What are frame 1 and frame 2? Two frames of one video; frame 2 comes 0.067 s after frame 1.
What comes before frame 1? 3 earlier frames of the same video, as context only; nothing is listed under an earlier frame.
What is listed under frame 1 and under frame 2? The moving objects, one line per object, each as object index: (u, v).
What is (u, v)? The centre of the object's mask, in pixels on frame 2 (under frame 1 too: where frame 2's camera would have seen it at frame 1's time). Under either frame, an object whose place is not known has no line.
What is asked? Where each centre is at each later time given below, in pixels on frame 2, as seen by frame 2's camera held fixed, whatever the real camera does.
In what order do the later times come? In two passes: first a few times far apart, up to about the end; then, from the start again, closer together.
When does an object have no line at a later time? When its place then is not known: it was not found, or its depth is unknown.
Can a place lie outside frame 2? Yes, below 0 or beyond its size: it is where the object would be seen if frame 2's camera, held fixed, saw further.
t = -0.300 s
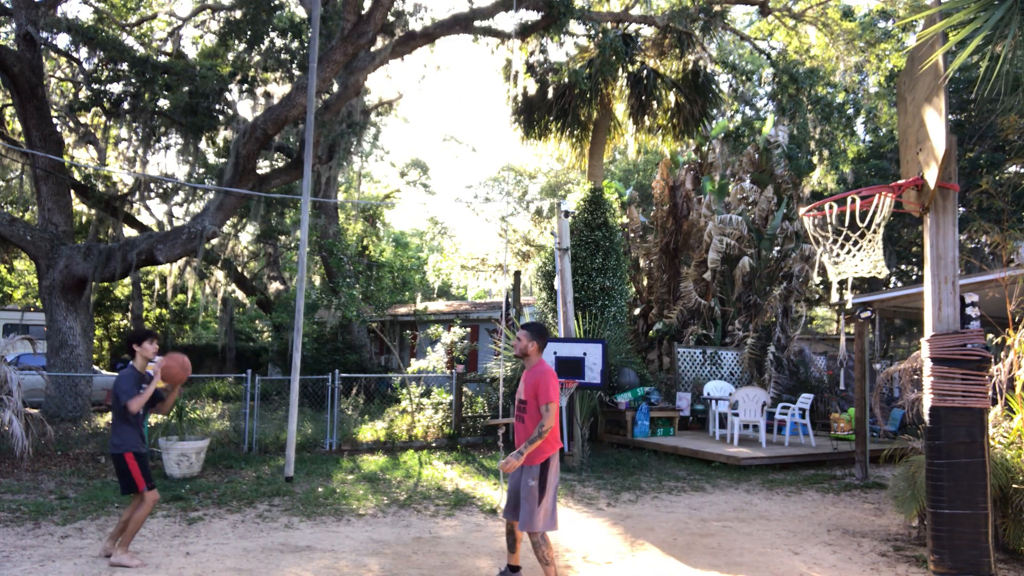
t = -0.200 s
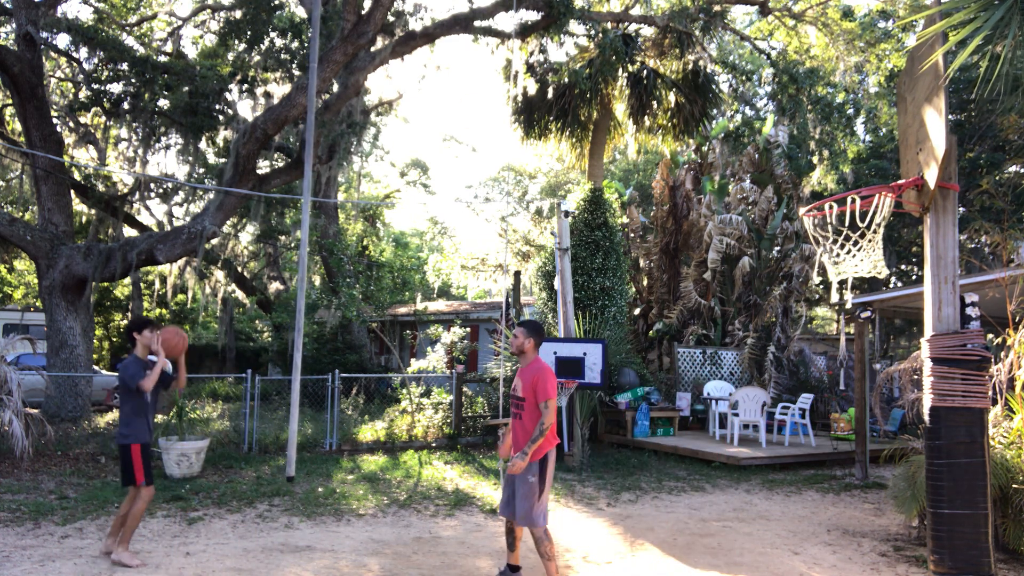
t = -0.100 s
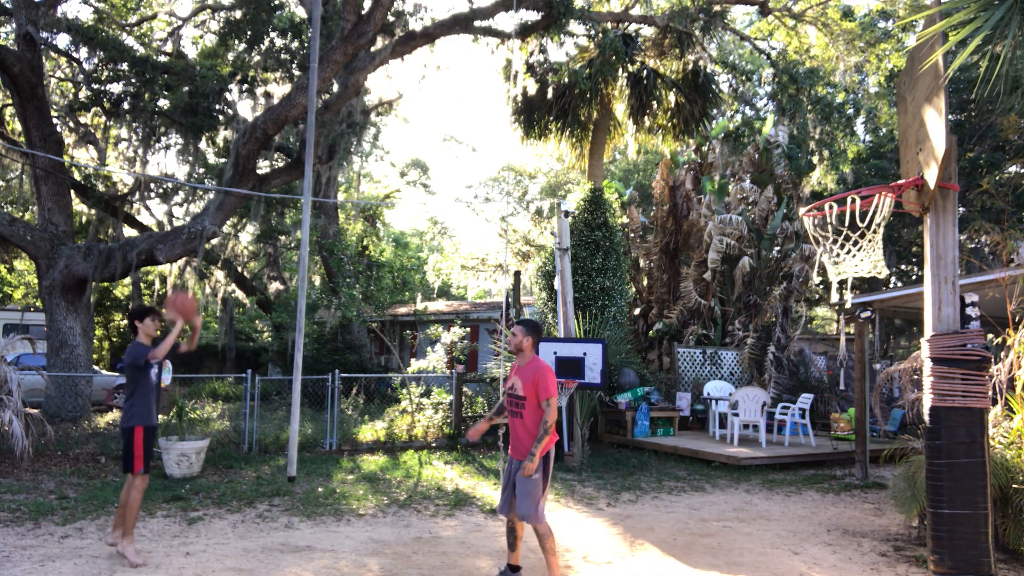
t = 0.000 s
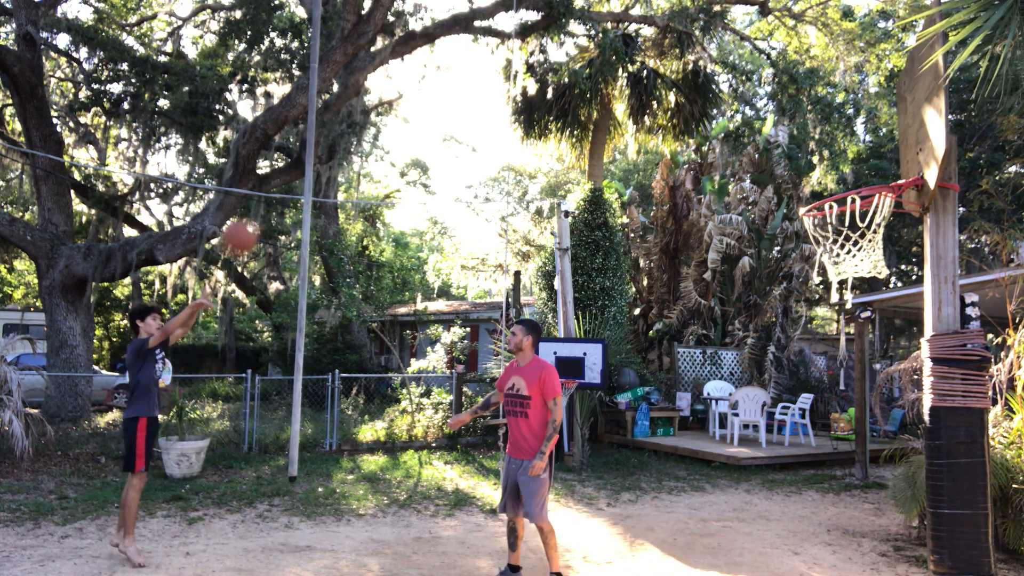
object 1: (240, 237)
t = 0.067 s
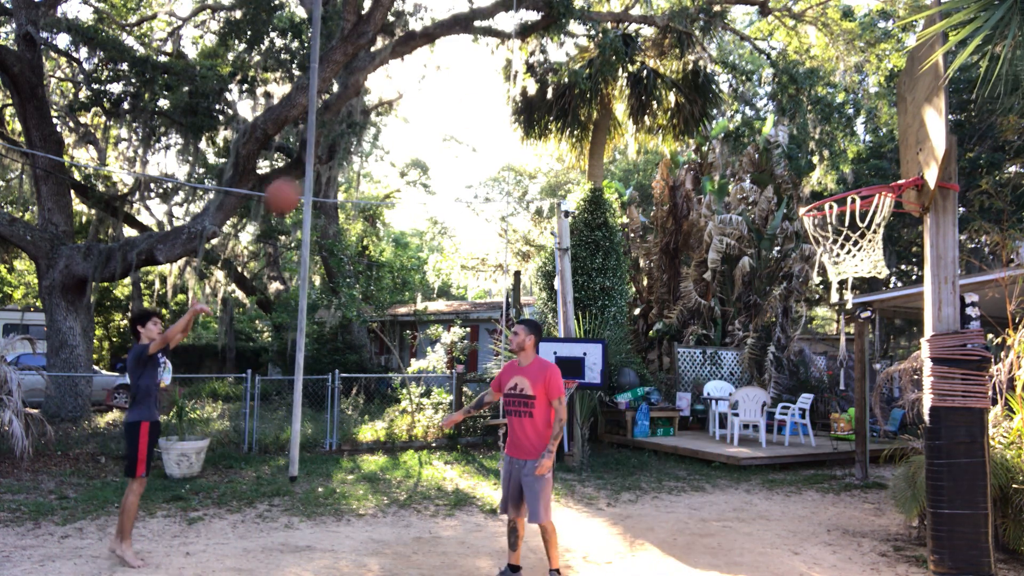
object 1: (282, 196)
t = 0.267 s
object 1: (409, 109)
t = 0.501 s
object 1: (575, 75)
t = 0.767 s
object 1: (777, 137)
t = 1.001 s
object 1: (821, 246)
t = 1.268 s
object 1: (828, 251)
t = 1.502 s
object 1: (880, 282)
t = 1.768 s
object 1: (873, 360)
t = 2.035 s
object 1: (819, 522)
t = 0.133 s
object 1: (326, 161)
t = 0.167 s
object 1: (347, 146)
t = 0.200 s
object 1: (366, 132)
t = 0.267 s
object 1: (409, 109)
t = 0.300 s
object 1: (434, 99)
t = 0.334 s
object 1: (458, 91)
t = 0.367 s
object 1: (480, 85)
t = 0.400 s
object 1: (504, 78)
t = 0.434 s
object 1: (528, 76)
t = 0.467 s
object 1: (550, 75)
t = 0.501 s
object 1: (575, 75)
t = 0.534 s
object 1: (596, 76)
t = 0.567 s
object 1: (620, 79)
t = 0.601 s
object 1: (644, 85)
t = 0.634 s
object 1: (673, 91)
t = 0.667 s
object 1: (696, 99)
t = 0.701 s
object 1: (721, 109)
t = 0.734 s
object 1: (748, 122)
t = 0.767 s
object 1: (777, 137)
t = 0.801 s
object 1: (803, 152)
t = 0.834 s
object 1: (834, 172)
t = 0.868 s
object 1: (862, 193)
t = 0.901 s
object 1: (855, 213)
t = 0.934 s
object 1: (843, 227)
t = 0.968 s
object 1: (830, 246)
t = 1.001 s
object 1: (821, 246)
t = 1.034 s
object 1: (813, 239)
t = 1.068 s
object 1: (813, 236)
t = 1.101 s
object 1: (810, 235)
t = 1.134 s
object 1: (811, 236)
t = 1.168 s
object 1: (814, 238)
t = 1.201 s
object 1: (817, 243)
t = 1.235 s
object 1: (822, 248)
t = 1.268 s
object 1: (828, 251)
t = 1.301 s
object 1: (834, 254)
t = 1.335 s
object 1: (841, 257)
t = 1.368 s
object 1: (850, 259)
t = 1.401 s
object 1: (859, 263)
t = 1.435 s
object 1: (865, 268)
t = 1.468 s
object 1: (872, 272)
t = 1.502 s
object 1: (880, 282)
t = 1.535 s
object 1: (884, 289)
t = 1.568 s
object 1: (891, 300)
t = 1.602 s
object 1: (897, 312)
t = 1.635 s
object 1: (900, 325)
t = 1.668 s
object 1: (894, 331)
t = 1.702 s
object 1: (887, 339)
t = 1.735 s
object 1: (880, 349)
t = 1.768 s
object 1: (873, 360)
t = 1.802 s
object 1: (866, 374)
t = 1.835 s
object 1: (859, 388)
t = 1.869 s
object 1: (852, 406)
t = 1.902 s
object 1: (845, 425)
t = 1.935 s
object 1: (838, 446)
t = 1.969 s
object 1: (831, 469)
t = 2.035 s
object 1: (819, 522)
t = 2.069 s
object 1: (811, 549)
